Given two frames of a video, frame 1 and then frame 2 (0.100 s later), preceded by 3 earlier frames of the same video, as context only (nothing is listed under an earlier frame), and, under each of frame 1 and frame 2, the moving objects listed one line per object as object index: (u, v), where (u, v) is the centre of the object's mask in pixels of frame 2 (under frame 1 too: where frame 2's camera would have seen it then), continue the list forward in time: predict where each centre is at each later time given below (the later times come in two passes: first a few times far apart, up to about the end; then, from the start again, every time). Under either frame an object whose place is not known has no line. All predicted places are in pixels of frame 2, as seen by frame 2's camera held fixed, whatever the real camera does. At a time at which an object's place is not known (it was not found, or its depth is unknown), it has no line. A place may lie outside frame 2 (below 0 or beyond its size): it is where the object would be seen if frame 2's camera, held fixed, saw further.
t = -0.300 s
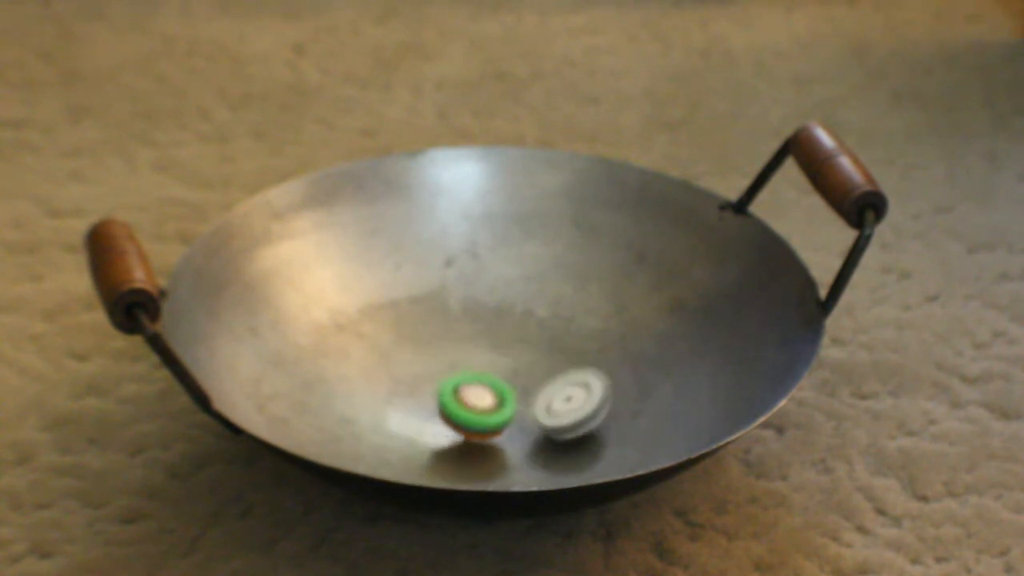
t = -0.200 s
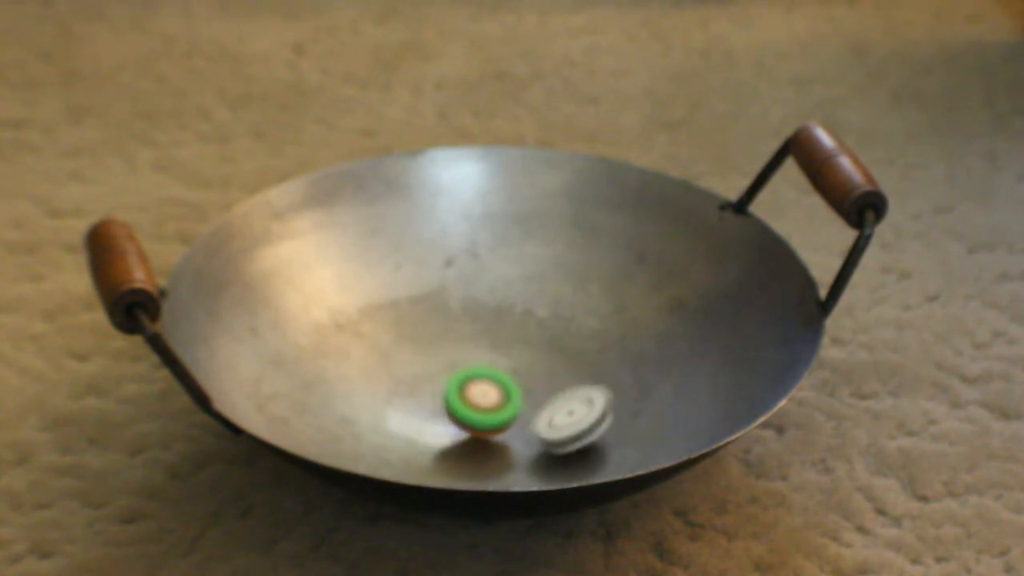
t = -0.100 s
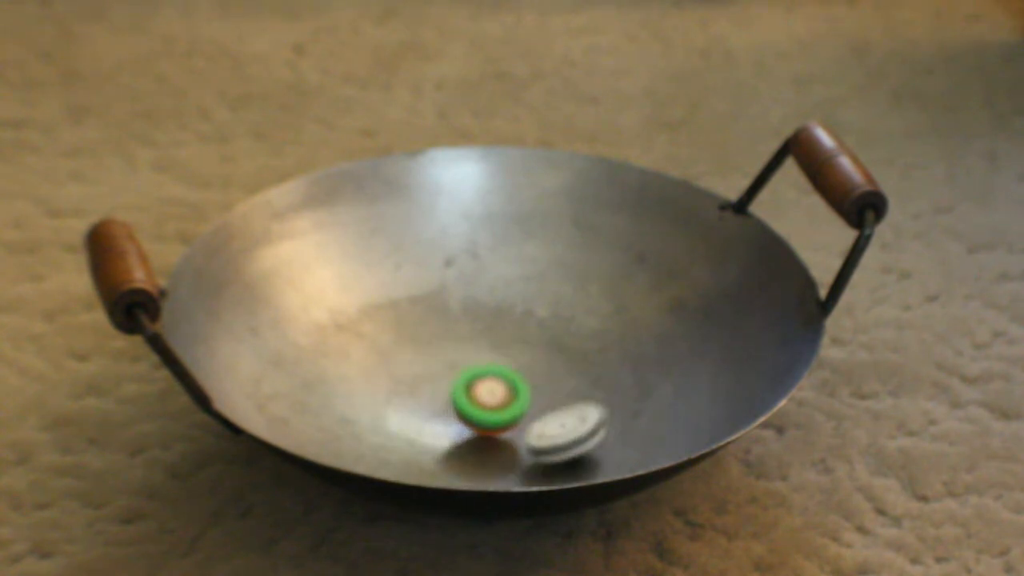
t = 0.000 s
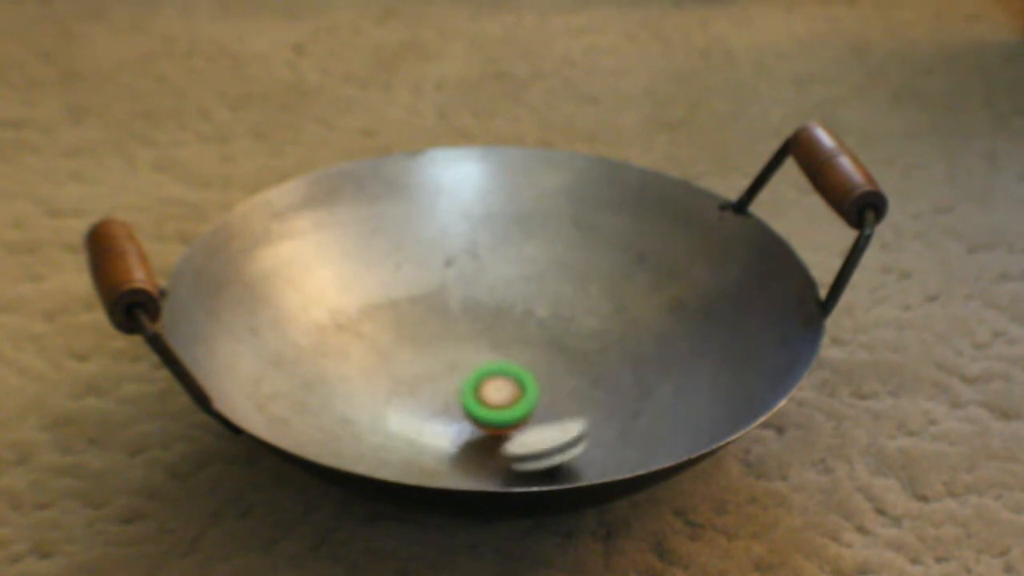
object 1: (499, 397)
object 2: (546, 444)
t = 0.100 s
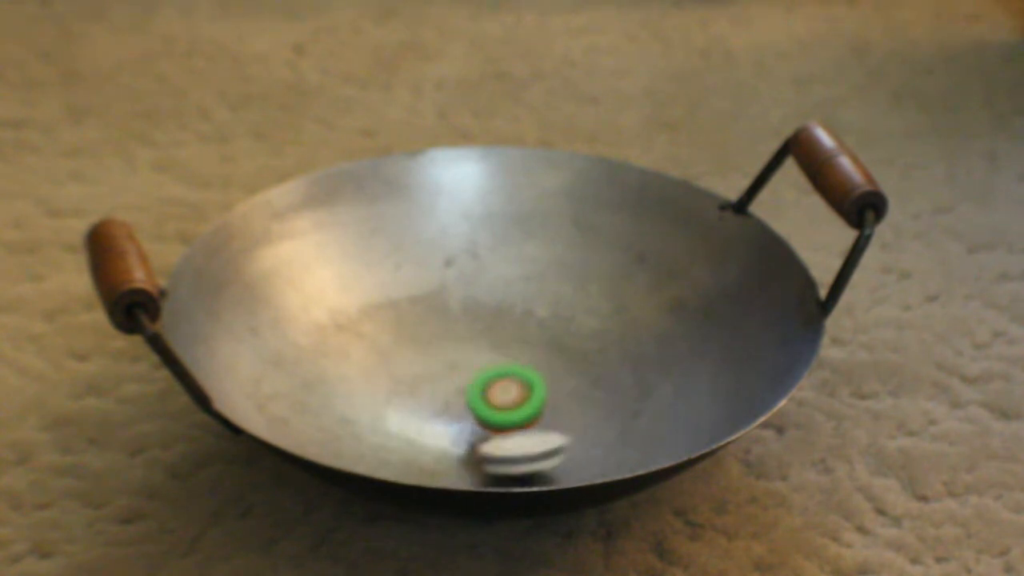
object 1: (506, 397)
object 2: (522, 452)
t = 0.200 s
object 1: (513, 400)
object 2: (495, 455)
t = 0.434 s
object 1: (529, 409)
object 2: (445, 437)
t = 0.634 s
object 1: (528, 414)
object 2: (452, 409)
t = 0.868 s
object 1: (510, 418)
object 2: (457, 379)
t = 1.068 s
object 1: (487, 419)
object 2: (485, 366)
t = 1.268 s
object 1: (478, 415)
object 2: (536, 375)
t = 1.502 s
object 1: (480, 408)
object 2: (534, 379)
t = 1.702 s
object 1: (474, 403)
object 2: (559, 393)
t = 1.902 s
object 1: (474, 404)
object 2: (546, 389)
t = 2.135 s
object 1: (482, 409)
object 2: (553, 394)
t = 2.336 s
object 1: (488, 413)
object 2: (550, 391)
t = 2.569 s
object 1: (494, 418)
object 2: (553, 393)
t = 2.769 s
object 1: (495, 418)
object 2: (549, 388)
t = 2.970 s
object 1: (496, 416)
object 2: (554, 392)
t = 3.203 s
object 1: (496, 413)
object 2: (550, 388)
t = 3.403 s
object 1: (489, 412)
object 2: (551, 393)
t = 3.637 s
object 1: (486, 413)
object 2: (550, 393)
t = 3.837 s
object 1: (487, 411)
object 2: (550, 393)
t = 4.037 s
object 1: (489, 410)
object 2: (550, 392)
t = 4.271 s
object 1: (484, 410)
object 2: (548, 393)
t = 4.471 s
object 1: (480, 410)
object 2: (547, 393)
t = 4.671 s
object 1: (479, 410)
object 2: (547, 393)
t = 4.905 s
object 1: (484, 409)
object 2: (548, 393)
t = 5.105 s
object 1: (491, 411)
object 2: (550, 392)
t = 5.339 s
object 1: (498, 415)
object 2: (551, 390)
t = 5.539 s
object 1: (498, 417)
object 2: (550, 390)
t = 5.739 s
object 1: (495, 417)
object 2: (550, 391)
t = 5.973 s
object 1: (495, 413)
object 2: (551, 391)
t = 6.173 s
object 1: (491, 412)
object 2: (550, 391)
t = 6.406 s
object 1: (488, 412)
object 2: (549, 392)
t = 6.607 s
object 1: (488, 410)
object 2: (549, 392)
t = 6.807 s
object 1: (487, 409)
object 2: (549, 392)
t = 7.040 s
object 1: (486, 410)
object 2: (548, 392)
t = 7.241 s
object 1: (487, 410)
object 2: (549, 392)
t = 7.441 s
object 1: (490, 411)
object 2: (550, 392)
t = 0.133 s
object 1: (509, 398)
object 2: (512, 454)
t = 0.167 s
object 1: (511, 399)
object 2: (505, 454)
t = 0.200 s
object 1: (513, 400)
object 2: (495, 455)
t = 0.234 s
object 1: (514, 402)
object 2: (488, 454)
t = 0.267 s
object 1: (515, 404)
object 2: (479, 453)
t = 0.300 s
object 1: (516, 406)
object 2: (471, 450)
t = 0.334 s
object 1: (517, 407)
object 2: (462, 447)
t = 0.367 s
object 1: (517, 408)
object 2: (457, 445)
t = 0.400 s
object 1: (525, 408)
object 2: (448, 440)
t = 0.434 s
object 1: (529, 409)
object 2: (445, 437)
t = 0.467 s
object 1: (530, 410)
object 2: (441, 432)
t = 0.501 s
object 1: (531, 410)
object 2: (442, 427)
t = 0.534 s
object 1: (530, 411)
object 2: (441, 422)
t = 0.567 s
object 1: (529, 412)
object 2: (444, 418)
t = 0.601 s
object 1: (528, 413)
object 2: (448, 414)
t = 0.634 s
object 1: (528, 414)
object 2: (452, 409)
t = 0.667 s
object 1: (526, 415)
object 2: (454, 403)
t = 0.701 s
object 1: (524, 416)
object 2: (454, 398)
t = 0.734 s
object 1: (521, 417)
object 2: (455, 394)
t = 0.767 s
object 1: (520, 417)
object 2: (454, 390)
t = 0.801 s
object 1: (517, 418)
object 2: (455, 386)
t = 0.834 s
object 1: (514, 418)
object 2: (456, 383)
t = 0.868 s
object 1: (510, 418)
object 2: (457, 379)
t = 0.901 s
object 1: (508, 418)
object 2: (463, 374)
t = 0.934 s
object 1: (504, 417)
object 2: (465, 372)
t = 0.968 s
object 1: (500, 417)
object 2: (464, 371)
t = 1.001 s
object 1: (497, 416)
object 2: (470, 368)
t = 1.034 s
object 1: (492, 416)
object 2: (476, 368)
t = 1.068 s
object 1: (487, 419)
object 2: (485, 366)
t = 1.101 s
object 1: (484, 420)
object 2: (499, 369)
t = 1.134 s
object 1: (480, 419)
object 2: (510, 372)
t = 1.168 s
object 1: (479, 418)
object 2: (520, 374)
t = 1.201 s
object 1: (478, 418)
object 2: (528, 376)
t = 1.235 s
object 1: (478, 417)
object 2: (534, 376)
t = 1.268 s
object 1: (478, 415)
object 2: (536, 375)
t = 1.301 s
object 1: (477, 414)
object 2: (536, 374)
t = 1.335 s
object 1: (477, 413)
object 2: (533, 373)
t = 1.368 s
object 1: (477, 412)
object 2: (530, 372)
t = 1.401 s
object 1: (478, 411)
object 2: (531, 373)
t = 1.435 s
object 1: (478, 410)
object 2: (533, 374)
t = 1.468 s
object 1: (479, 410)
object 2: (533, 375)
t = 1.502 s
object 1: (480, 408)
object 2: (534, 379)
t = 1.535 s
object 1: (482, 406)
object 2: (537, 384)
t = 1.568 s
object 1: (480, 407)
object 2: (543, 389)
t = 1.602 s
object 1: (478, 405)
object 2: (551, 392)
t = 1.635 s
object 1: (477, 404)
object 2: (557, 393)
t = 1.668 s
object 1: (475, 404)
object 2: (559, 393)
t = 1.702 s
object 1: (474, 403)
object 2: (559, 393)
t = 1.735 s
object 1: (473, 403)
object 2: (558, 394)
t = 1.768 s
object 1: (474, 403)
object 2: (555, 394)
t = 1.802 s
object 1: (474, 403)
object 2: (552, 393)
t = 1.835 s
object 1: (474, 403)
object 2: (548, 392)
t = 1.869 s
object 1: (474, 404)
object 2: (546, 391)
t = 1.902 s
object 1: (474, 404)
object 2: (546, 389)
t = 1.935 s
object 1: (475, 404)
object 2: (545, 388)
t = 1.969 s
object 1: (476, 405)
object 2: (546, 387)
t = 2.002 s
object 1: (477, 405)
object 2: (546, 388)
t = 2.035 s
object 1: (478, 406)
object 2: (547, 389)
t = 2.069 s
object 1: (479, 407)
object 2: (548, 392)
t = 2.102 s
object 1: (480, 407)
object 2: (550, 394)
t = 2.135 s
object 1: (482, 409)
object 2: (553, 394)
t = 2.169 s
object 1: (483, 409)
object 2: (555, 395)
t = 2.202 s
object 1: (484, 410)
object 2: (555, 395)
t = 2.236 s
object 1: (484, 411)
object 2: (555, 394)
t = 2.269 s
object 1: (486, 412)
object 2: (553, 394)
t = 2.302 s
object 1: (486, 412)
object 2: (551, 393)
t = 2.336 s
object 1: (488, 413)
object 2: (550, 391)
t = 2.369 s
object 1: (490, 414)
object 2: (549, 388)
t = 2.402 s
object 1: (491, 415)
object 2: (549, 388)
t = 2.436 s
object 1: (492, 416)
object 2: (549, 387)
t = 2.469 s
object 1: (493, 416)
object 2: (550, 388)
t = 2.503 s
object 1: (493, 417)
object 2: (550, 391)
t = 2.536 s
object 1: (494, 418)
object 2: (552, 392)
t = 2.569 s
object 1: (494, 418)
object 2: (553, 393)
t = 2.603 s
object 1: (494, 419)
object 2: (554, 393)
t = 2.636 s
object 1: (494, 418)
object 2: (554, 393)
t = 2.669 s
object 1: (494, 419)
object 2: (552, 392)
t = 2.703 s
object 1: (495, 419)
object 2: (551, 391)
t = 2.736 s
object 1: (495, 418)
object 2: (550, 389)
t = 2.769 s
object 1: (495, 418)
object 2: (549, 388)
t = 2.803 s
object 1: (496, 418)
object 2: (549, 387)
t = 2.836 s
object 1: (496, 418)
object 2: (549, 388)
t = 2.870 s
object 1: (496, 418)
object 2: (550, 390)
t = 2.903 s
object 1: (496, 417)
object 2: (551, 391)
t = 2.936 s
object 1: (496, 417)
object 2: (553, 392)
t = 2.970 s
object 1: (496, 416)
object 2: (554, 392)
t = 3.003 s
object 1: (497, 416)
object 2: (554, 393)
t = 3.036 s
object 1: (497, 415)
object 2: (553, 392)
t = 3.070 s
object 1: (496, 415)
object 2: (552, 391)
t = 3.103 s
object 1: (496, 414)
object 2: (551, 390)
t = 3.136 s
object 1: (496, 413)
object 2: (550, 389)
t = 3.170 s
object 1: (496, 413)
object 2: (550, 388)
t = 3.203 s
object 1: (496, 413)
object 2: (550, 388)
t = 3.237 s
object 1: (495, 413)
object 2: (550, 389)
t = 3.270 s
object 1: (494, 413)
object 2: (551, 390)
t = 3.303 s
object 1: (493, 413)
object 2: (551, 392)
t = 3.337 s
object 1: (490, 412)
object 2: (552, 393)
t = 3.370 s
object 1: (490, 412)
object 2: (552, 393)
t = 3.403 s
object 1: (489, 412)
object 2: (551, 393)
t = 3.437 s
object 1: (489, 412)
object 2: (551, 393)
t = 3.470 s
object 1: (487, 413)
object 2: (549, 392)
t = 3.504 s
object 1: (487, 413)
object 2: (549, 392)
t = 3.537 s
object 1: (487, 413)
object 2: (549, 392)
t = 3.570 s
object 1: (487, 413)
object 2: (549, 392)
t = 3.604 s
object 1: (486, 413)
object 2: (550, 393)
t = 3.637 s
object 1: (486, 413)
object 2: (550, 393)
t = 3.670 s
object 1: (486, 413)
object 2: (550, 393)
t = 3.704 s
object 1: (486, 413)
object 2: (549, 393)
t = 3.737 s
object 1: (486, 413)
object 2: (549, 392)
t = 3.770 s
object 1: (486, 412)
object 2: (549, 392)
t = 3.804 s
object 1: (486, 412)
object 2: (549, 393)
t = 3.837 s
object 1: (487, 411)
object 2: (550, 393)
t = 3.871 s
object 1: (488, 411)
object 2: (550, 393)
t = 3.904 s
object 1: (488, 411)
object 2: (549, 392)
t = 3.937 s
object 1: (488, 411)
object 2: (549, 392)
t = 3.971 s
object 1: (489, 411)
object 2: (550, 392)
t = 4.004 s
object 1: (489, 411)
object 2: (550, 392)
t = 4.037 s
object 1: (489, 410)
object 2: (550, 392)
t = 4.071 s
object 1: (489, 410)
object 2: (550, 392)
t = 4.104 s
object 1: (489, 409)
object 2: (550, 392)
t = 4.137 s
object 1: (487, 409)
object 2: (549, 393)
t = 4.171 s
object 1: (487, 408)
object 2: (549, 393)
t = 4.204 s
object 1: (485, 409)
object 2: (549, 393)
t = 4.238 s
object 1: (485, 409)
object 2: (549, 393)
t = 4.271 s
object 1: (484, 410)
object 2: (548, 393)
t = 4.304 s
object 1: (483, 410)
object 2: (548, 393)
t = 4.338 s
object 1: (482, 410)
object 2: (548, 393)
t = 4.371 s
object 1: (482, 410)
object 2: (548, 393)
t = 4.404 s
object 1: (480, 410)
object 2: (547, 393)
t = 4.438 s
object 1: (480, 410)
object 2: (547, 393)
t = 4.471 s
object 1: (480, 410)
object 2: (547, 393)
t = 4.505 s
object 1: (480, 410)
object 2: (547, 393)
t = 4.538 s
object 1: (479, 410)
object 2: (547, 393)
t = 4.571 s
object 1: (479, 410)
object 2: (547, 393)
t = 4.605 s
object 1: (479, 410)
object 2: (547, 393)
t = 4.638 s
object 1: (479, 410)
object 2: (547, 393)
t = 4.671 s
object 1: (479, 410)
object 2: (547, 393)
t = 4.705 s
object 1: (480, 409)
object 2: (547, 393)
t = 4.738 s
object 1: (480, 409)
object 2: (547, 393)
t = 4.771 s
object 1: (480, 409)
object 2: (547, 393)
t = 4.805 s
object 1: (481, 409)
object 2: (548, 393)
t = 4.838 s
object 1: (482, 409)
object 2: (548, 393)
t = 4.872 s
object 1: (483, 409)
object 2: (548, 393)
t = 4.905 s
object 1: (484, 409)
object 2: (548, 393)
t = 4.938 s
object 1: (485, 409)
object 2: (549, 392)
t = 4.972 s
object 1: (486, 409)
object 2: (549, 392)
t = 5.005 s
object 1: (488, 410)
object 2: (549, 392)
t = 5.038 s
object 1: (489, 410)
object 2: (549, 392)
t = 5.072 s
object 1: (490, 410)
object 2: (550, 392)
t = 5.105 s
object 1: (491, 411)
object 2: (550, 392)
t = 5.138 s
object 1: (492, 412)
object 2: (550, 391)
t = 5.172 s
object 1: (493, 412)
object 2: (550, 391)
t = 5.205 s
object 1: (495, 413)
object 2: (551, 391)
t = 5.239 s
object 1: (496, 414)
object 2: (551, 391)
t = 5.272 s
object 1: (496, 414)
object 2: (551, 391)
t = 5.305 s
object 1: (497, 415)
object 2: (551, 391)
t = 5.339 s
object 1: (498, 415)
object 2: (551, 390)
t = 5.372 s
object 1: (498, 416)
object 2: (551, 390)
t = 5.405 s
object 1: (498, 416)
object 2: (551, 390)
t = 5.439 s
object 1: (498, 416)
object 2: (551, 390)
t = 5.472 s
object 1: (498, 417)
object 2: (551, 390)
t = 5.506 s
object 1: (498, 417)
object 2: (551, 390)
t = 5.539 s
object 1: (498, 417)
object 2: (550, 390)
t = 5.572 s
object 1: (497, 418)
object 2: (551, 390)
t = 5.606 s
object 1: (497, 418)
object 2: (550, 390)
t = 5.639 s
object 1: (497, 418)
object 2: (550, 390)
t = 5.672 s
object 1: (496, 418)
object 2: (550, 391)
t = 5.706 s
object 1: (496, 417)
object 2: (550, 391)
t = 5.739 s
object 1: (495, 417)
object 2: (550, 391)
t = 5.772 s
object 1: (495, 417)
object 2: (550, 391)
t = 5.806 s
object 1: (495, 416)
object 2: (550, 391)
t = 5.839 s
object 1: (495, 415)
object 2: (550, 391)
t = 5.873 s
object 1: (495, 415)
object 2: (550, 391)
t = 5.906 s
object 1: (495, 415)
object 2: (550, 391)
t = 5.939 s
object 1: (496, 414)
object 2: (551, 391)
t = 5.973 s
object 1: (495, 413)
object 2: (551, 391)
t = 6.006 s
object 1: (495, 413)
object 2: (551, 391)
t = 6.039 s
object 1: (494, 413)
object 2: (551, 391)
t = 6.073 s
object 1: (494, 412)
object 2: (550, 391)
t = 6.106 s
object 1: (493, 412)
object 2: (550, 391)
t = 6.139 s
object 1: (491, 412)
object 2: (550, 391)
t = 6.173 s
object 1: (491, 412)
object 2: (550, 391)
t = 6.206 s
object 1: (490, 412)
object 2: (549, 392)
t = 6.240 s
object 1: (490, 412)
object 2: (549, 392)
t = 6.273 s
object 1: (489, 412)
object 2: (549, 392)
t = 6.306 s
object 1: (489, 412)
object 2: (549, 392)
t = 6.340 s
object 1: (489, 412)
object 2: (549, 392)
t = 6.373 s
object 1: (488, 412)
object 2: (549, 392)
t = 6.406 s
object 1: (488, 412)
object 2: (549, 392)
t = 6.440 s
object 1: (488, 412)
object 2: (549, 392)
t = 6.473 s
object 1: (488, 412)
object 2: (549, 392)
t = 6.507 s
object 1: (488, 412)
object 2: (549, 392)
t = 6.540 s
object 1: (488, 411)
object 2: (549, 392)
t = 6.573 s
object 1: (488, 410)
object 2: (549, 392)
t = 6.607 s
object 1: (488, 410)
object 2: (549, 392)
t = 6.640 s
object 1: (488, 409)
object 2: (549, 392)
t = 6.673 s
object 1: (488, 410)
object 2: (549, 392)
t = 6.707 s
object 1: (488, 409)
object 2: (549, 392)
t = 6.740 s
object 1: (488, 409)
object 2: (549, 392)
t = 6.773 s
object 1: (487, 409)
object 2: (549, 392)
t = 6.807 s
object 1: (487, 409)
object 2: (549, 392)
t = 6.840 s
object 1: (486, 409)
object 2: (549, 392)
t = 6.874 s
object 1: (485, 410)
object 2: (548, 392)
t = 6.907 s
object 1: (485, 409)
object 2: (548, 392)
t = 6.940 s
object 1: (484, 410)
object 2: (548, 392)
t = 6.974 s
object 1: (485, 409)
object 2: (548, 392)
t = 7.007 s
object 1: (486, 410)
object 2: (548, 392)
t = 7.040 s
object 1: (486, 410)
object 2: (548, 392)
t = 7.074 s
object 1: (486, 410)
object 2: (548, 392)
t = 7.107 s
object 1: (486, 410)
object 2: (548, 392)
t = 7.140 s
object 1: (486, 410)
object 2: (548, 392)
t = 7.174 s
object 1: (486, 410)
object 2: (548, 392)
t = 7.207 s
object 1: (487, 410)
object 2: (549, 392)
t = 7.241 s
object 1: (487, 410)
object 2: (549, 392)
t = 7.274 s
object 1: (487, 410)
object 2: (549, 392)
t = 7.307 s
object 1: (488, 410)
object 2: (549, 392)
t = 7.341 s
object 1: (488, 410)
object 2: (549, 392)
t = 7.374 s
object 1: (489, 410)
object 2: (549, 392)
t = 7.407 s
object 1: (490, 411)
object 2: (549, 392)
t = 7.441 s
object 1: (490, 411)
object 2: (550, 392)
